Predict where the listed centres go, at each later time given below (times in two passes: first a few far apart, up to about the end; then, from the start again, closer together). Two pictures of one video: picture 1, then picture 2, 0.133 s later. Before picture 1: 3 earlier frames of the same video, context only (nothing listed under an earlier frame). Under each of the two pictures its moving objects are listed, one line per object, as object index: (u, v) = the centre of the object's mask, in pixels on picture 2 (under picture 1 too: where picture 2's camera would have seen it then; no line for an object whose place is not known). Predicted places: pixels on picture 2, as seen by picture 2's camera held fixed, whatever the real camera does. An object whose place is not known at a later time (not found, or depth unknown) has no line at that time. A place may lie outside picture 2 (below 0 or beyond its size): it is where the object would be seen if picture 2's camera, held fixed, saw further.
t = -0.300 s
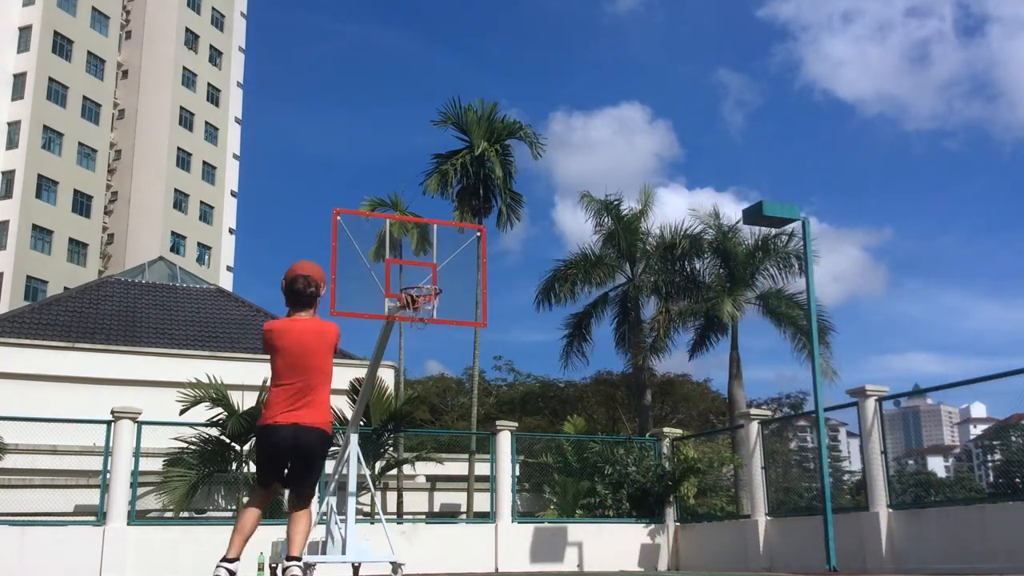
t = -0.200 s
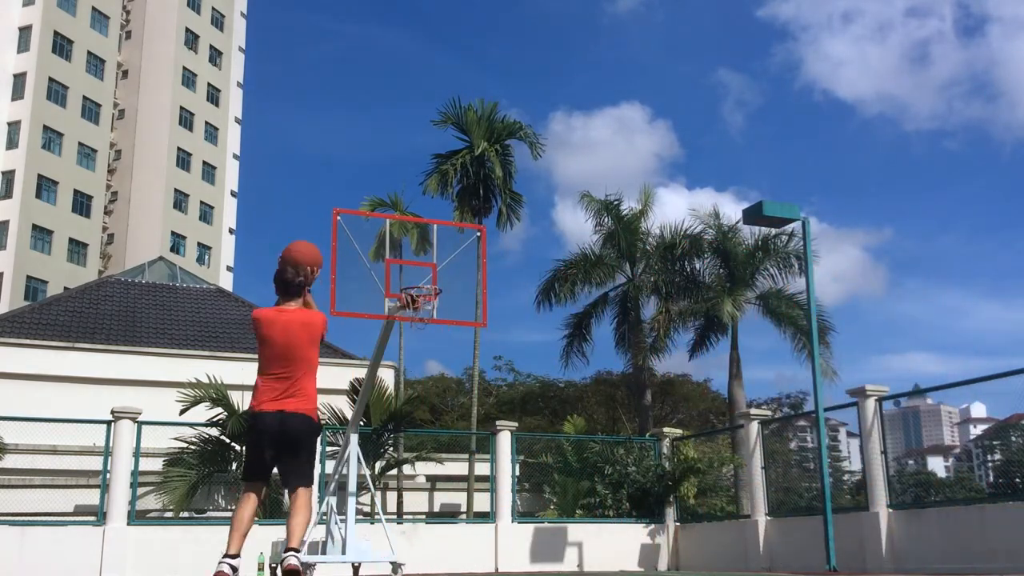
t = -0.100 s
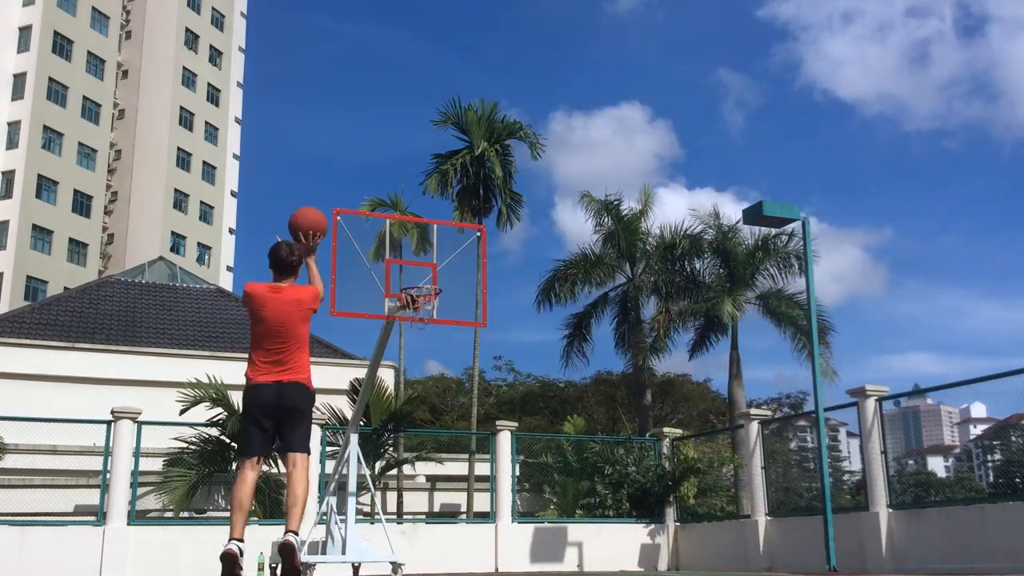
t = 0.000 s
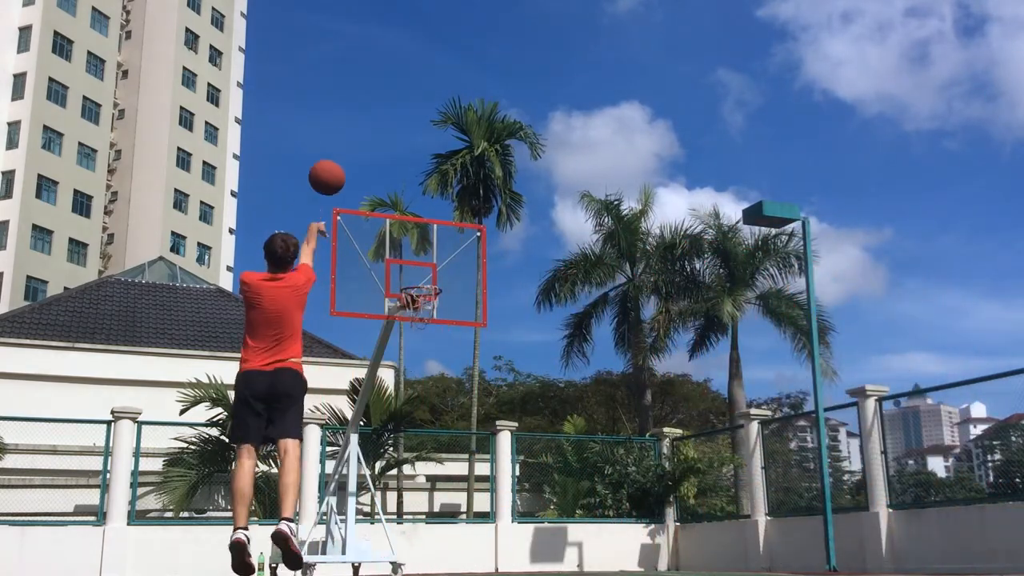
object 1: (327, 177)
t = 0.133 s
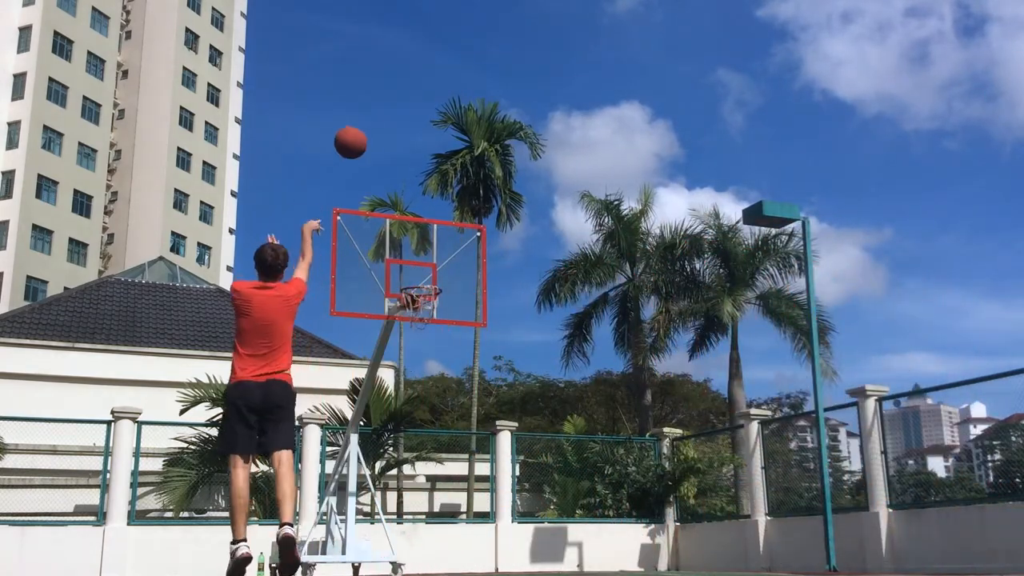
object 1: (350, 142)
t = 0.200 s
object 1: (360, 135)
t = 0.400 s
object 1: (385, 141)
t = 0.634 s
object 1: (406, 193)
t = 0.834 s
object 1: (419, 266)
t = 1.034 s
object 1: (405, 336)
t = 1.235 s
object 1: (376, 421)
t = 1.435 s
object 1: (341, 558)
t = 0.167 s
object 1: (355, 138)
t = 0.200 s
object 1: (360, 135)
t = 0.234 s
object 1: (365, 133)
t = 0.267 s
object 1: (369, 133)
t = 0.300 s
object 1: (374, 133)
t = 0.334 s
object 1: (378, 135)
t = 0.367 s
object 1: (381, 137)
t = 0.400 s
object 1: (385, 141)
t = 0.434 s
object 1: (388, 146)
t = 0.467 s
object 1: (391, 151)
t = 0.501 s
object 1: (394, 158)
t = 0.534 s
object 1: (397, 166)
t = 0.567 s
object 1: (400, 174)
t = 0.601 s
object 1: (403, 183)
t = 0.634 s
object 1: (406, 193)
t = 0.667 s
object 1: (408, 203)
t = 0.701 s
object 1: (410, 215)
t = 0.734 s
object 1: (412, 226)
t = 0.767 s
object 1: (415, 239)
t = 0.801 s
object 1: (417, 252)
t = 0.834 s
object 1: (419, 266)
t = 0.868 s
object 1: (420, 279)
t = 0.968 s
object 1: (415, 317)
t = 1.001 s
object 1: (410, 326)
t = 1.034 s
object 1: (405, 336)
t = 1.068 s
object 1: (401, 348)
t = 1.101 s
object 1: (396, 360)
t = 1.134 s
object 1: (391, 373)
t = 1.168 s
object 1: (386, 388)
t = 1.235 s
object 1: (376, 421)
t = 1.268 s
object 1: (370, 440)
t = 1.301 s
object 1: (364, 461)
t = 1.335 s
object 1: (359, 483)
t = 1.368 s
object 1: (353, 506)
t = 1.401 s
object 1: (347, 531)
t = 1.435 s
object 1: (341, 558)
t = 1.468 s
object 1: (336, 560)
